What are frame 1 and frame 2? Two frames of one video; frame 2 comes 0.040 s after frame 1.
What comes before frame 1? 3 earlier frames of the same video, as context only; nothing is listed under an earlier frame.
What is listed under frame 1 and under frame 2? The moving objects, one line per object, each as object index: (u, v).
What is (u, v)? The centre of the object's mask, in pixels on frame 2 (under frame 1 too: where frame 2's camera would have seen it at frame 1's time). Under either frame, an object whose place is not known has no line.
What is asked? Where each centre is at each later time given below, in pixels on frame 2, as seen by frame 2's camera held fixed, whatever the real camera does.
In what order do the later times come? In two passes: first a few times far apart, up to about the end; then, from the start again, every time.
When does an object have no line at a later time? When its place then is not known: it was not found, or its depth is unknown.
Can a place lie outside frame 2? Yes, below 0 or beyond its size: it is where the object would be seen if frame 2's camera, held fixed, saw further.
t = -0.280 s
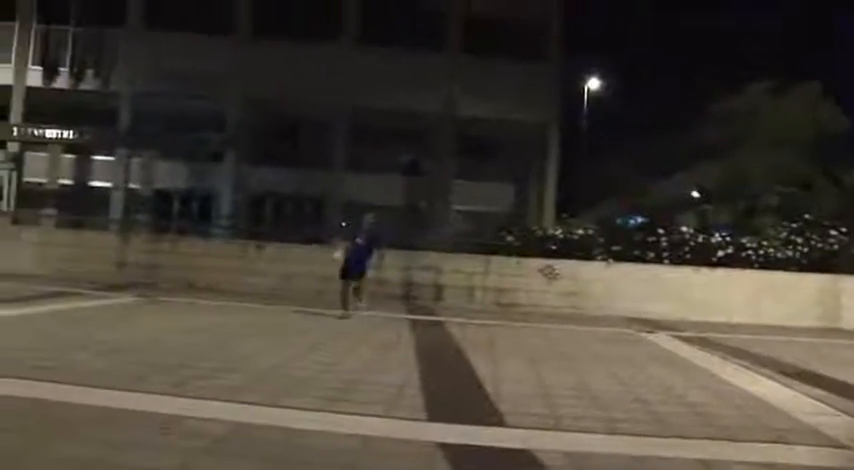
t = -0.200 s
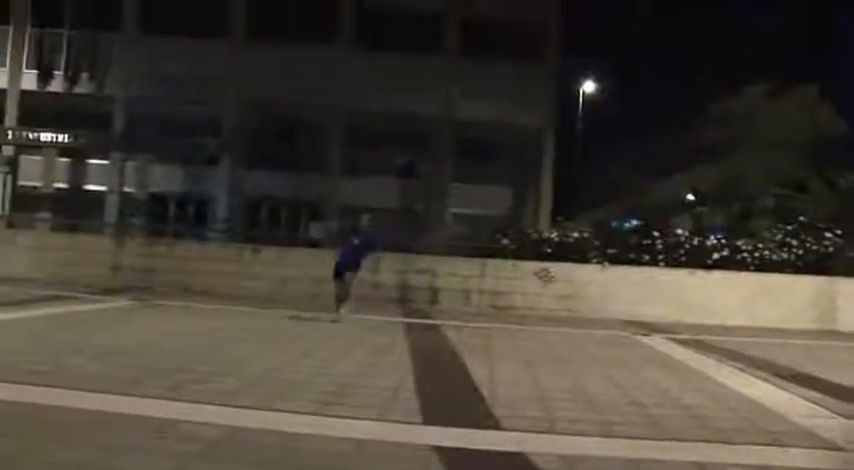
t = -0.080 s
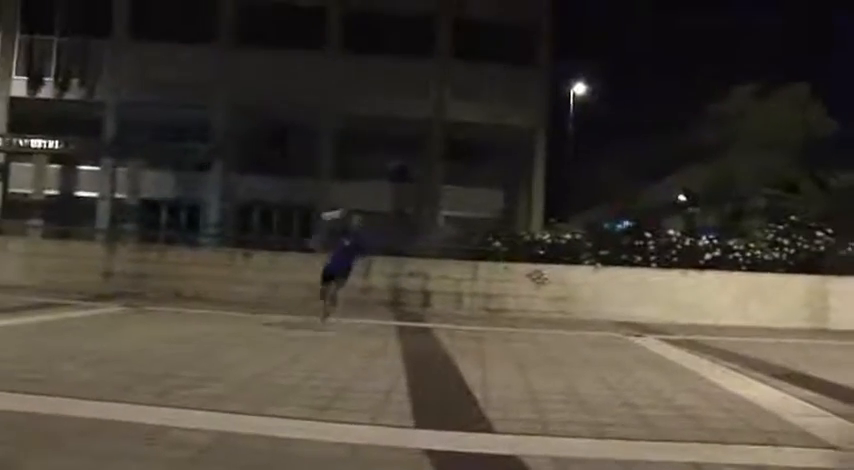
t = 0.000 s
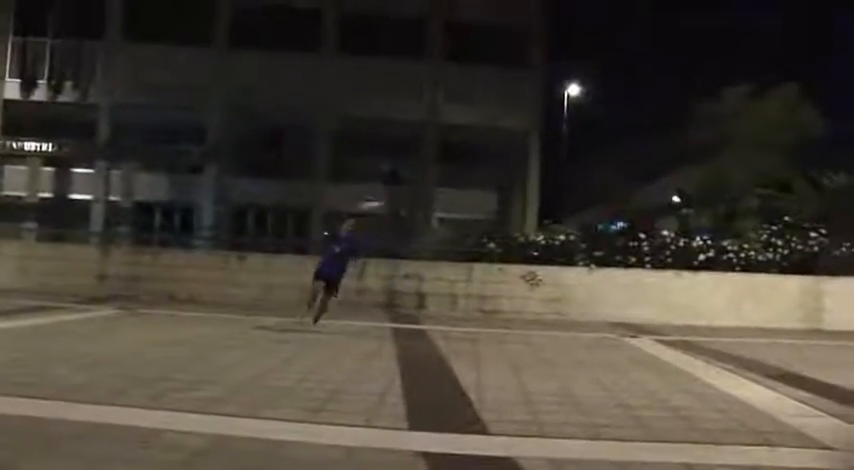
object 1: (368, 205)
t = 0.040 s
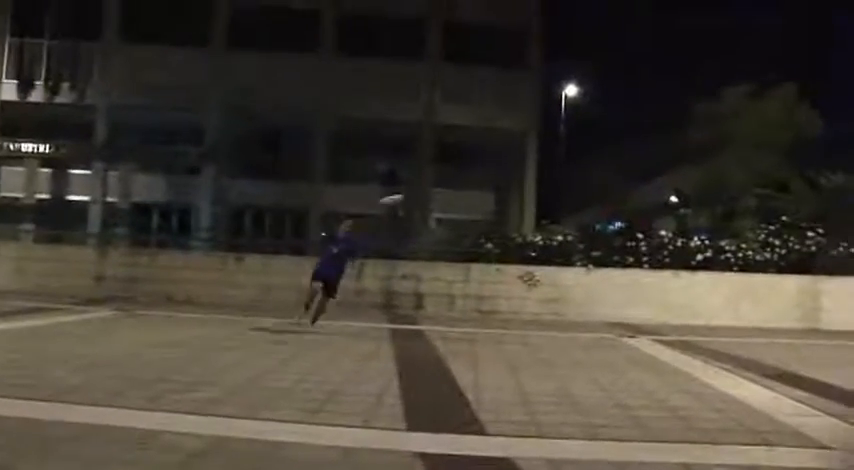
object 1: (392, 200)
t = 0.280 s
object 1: (546, 145)
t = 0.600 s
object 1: (805, 58)
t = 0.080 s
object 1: (417, 191)
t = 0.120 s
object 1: (438, 184)
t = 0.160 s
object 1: (463, 174)
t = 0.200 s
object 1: (491, 165)
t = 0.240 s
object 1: (518, 156)
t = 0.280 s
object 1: (546, 145)
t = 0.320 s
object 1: (576, 135)
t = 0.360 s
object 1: (606, 124)
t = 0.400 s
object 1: (636, 113)
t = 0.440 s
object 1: (669, 102)
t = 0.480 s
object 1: (702, 91)
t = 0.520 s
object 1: (736, 81)
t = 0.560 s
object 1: (771, 69)
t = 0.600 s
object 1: (805, 58)
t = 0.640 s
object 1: (843, 49)
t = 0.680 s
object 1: (884, 39)
